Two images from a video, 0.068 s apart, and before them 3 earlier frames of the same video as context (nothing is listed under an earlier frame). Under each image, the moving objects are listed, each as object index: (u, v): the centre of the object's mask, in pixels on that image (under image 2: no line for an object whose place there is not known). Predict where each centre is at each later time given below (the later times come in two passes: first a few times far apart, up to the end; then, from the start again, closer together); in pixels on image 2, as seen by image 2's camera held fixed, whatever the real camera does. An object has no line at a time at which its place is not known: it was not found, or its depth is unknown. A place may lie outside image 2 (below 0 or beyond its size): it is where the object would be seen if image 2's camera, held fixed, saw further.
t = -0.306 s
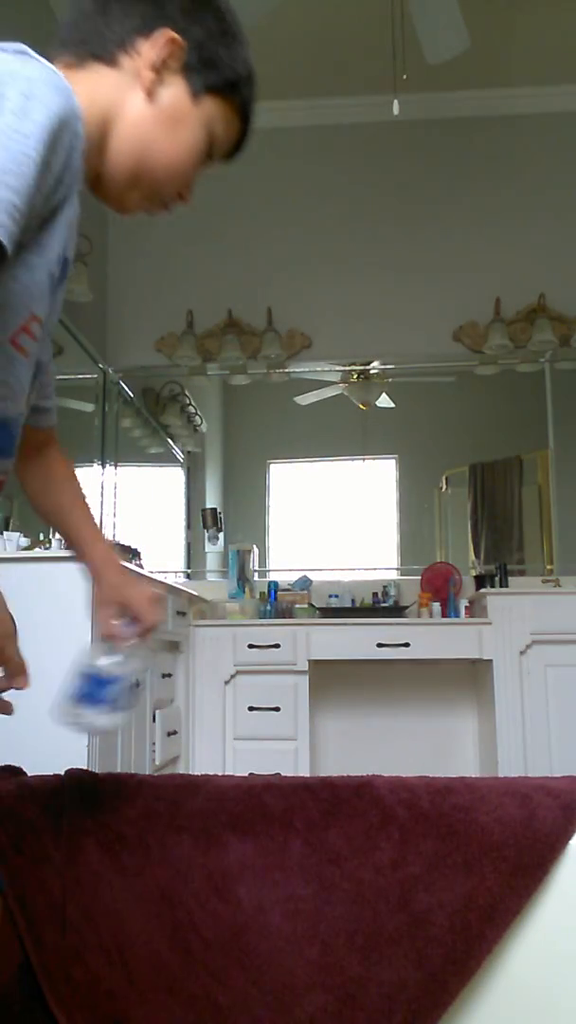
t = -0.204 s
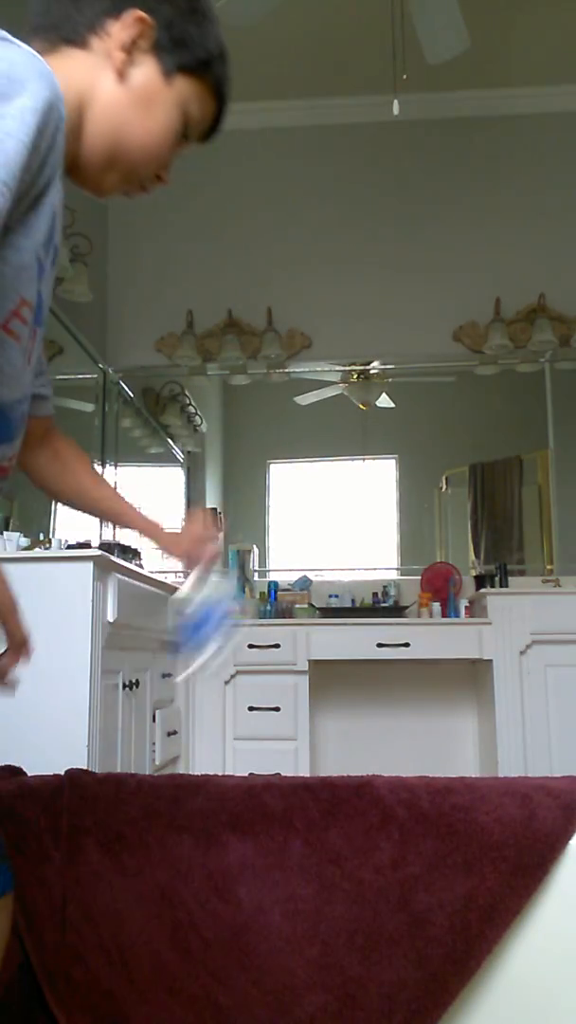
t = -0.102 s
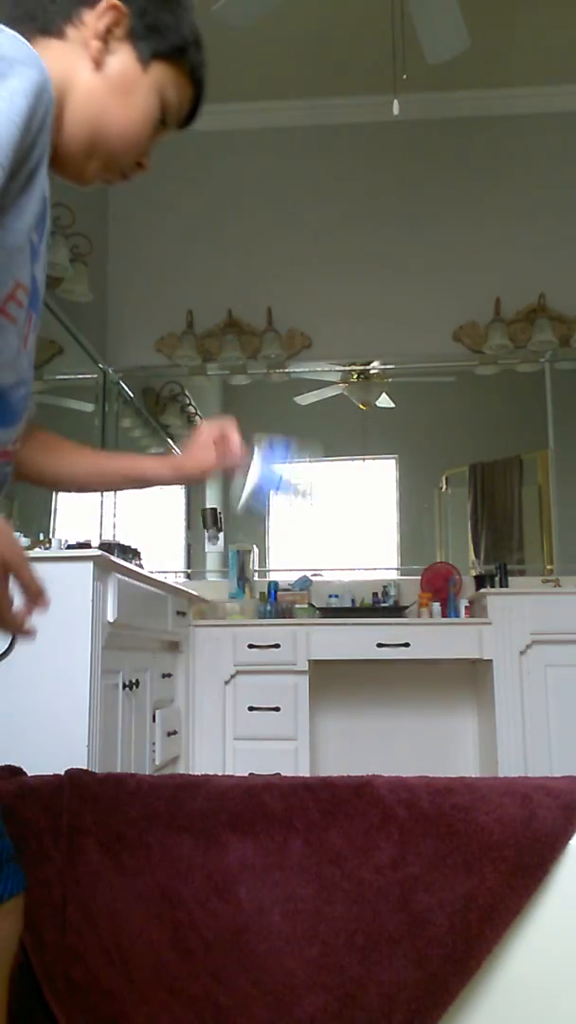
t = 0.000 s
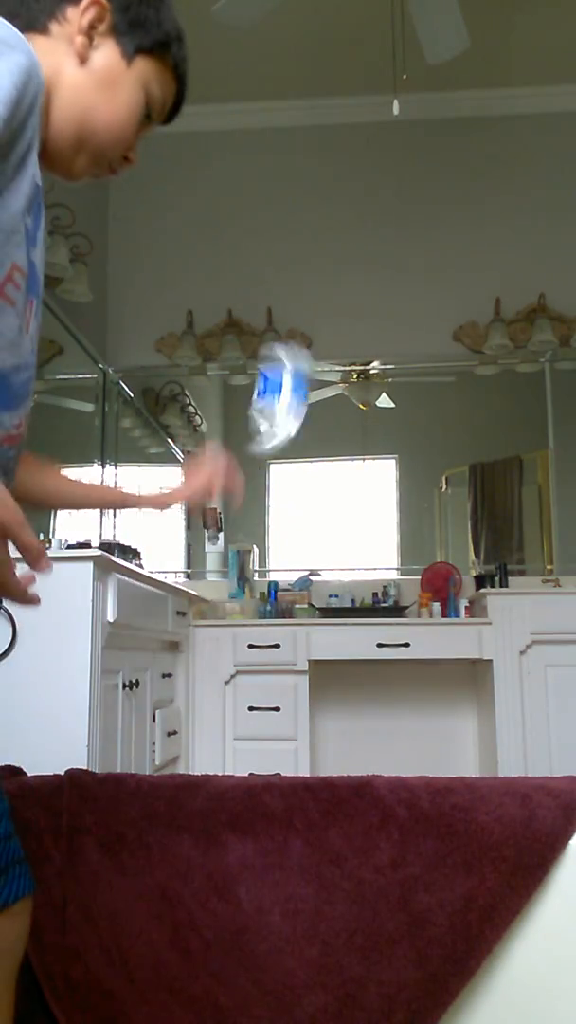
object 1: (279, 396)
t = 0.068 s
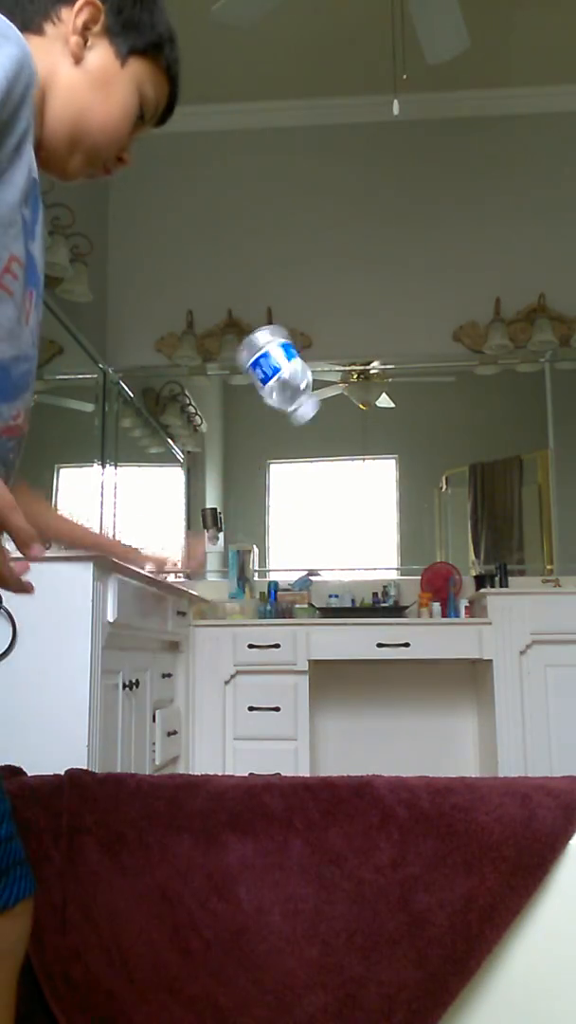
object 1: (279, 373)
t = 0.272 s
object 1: (249, 524)
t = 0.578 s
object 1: (247, 744)
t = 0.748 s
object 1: (247, 744)
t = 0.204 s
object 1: (270, 435)
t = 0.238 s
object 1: (267, 466)
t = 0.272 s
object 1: (249, 524)
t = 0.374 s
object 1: (256, 724)
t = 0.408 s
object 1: (251, 743)
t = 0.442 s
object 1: (248, 741)
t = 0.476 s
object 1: (245, 743)
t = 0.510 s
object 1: (246, 743)
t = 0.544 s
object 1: (247, 744)
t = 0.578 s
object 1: (247, 744)
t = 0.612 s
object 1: (246, 743)
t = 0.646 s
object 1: (246, 743)
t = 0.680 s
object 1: (247, 744)
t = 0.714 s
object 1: (246, 743)
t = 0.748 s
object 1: (247, 744)
